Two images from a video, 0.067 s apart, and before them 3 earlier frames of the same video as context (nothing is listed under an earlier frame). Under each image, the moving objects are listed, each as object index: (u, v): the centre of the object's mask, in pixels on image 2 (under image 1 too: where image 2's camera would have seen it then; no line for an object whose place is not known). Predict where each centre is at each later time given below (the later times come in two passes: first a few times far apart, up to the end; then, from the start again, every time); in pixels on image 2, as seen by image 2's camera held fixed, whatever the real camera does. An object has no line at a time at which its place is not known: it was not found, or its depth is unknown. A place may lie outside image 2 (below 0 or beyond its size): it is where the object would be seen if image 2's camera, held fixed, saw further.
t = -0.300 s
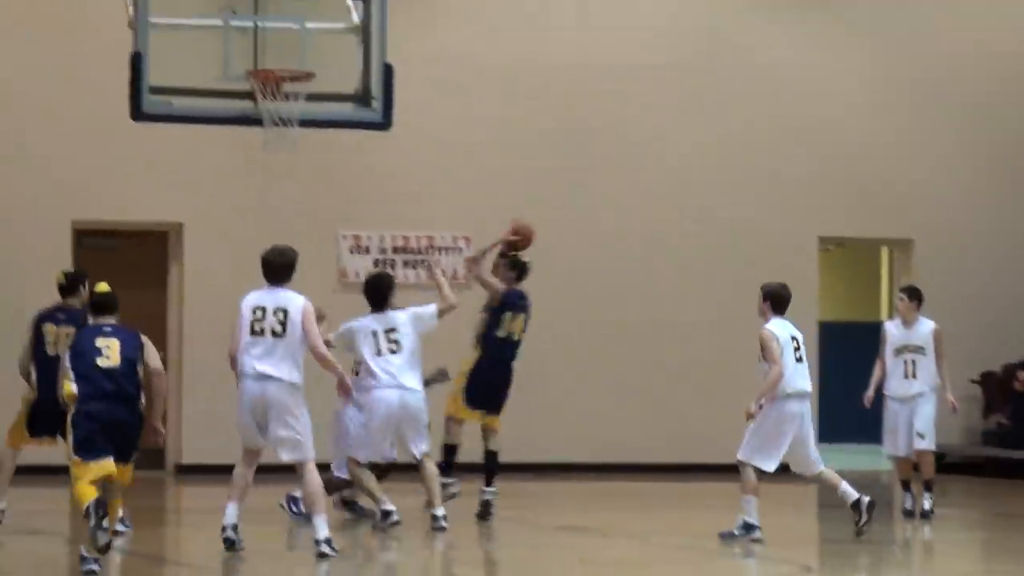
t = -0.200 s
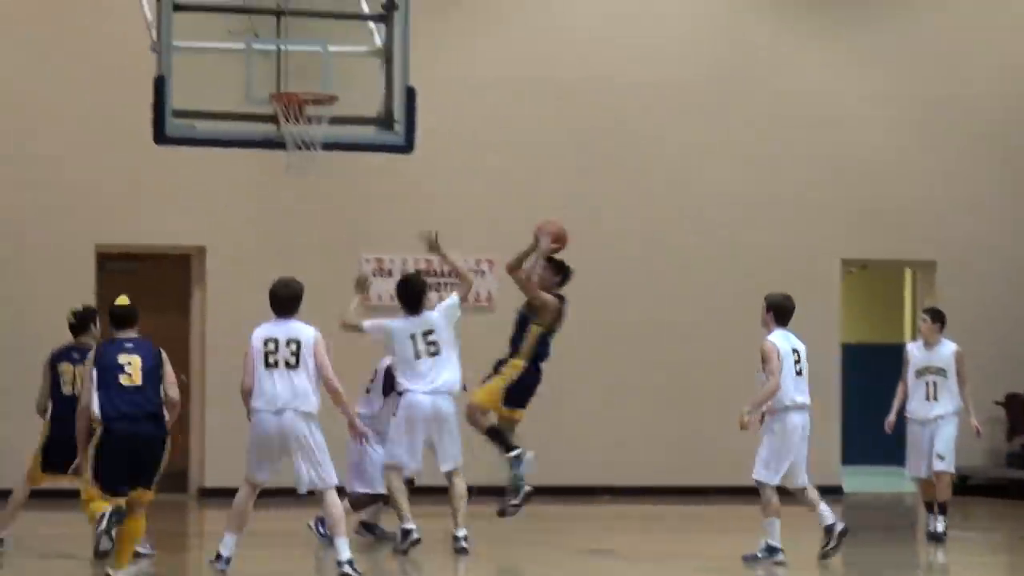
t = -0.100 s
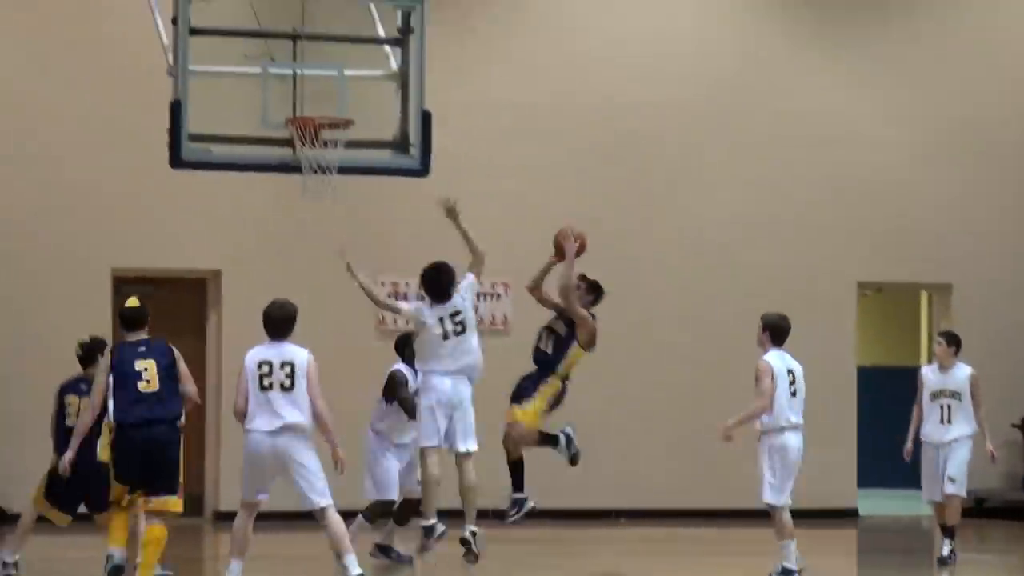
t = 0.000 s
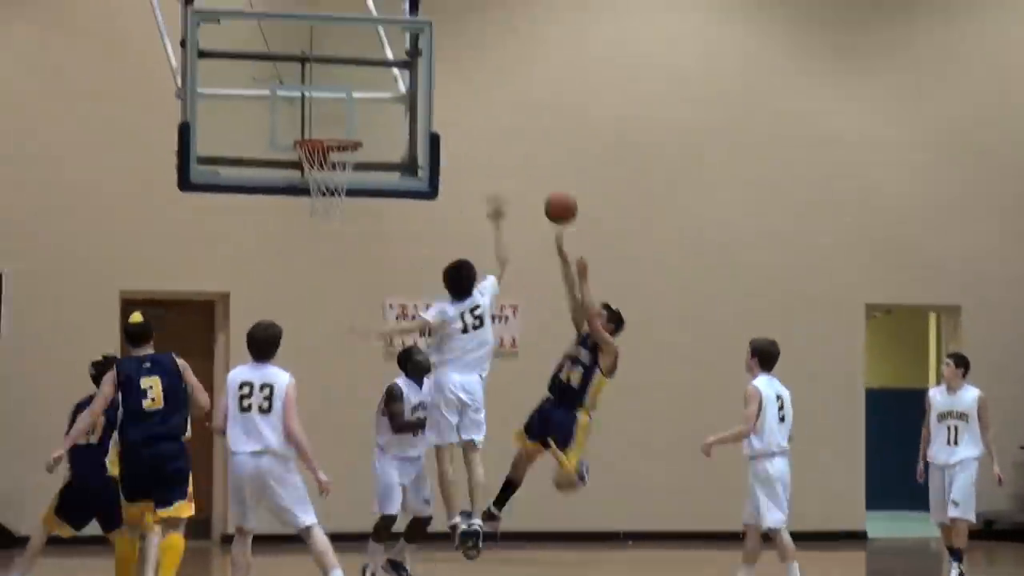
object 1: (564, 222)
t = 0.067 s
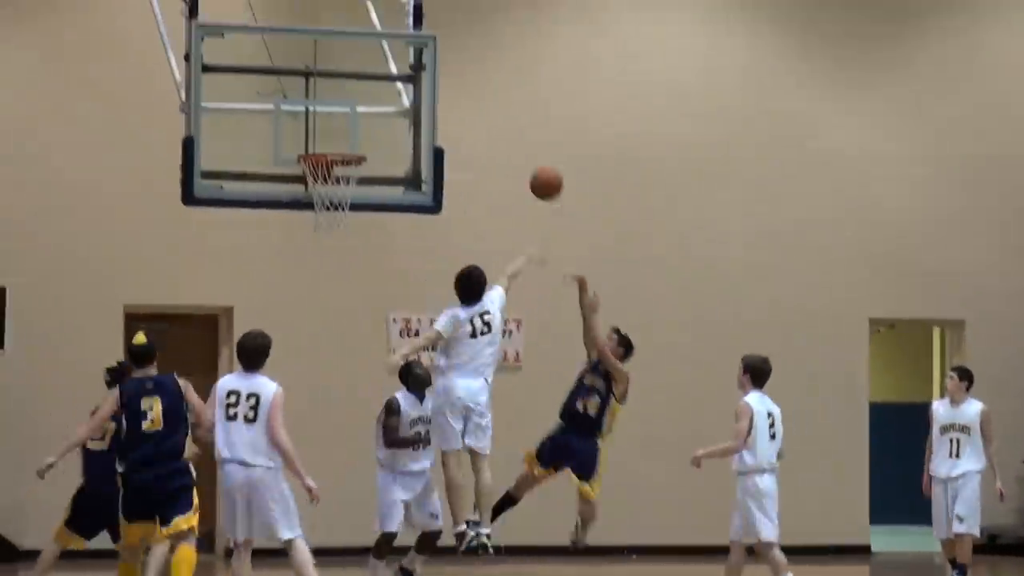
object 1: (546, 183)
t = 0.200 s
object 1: (510, 125)
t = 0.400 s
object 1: (455, 82)
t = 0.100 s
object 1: (537, 166)
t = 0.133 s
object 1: (528, 152)
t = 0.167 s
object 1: (519, 138)
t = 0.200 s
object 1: (510, 125)
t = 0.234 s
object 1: (500, 113)
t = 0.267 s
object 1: (492, 104)
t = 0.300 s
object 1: (482, 96)
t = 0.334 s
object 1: (473, 90)
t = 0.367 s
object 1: (464, 85)
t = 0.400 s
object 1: (455, 82)
